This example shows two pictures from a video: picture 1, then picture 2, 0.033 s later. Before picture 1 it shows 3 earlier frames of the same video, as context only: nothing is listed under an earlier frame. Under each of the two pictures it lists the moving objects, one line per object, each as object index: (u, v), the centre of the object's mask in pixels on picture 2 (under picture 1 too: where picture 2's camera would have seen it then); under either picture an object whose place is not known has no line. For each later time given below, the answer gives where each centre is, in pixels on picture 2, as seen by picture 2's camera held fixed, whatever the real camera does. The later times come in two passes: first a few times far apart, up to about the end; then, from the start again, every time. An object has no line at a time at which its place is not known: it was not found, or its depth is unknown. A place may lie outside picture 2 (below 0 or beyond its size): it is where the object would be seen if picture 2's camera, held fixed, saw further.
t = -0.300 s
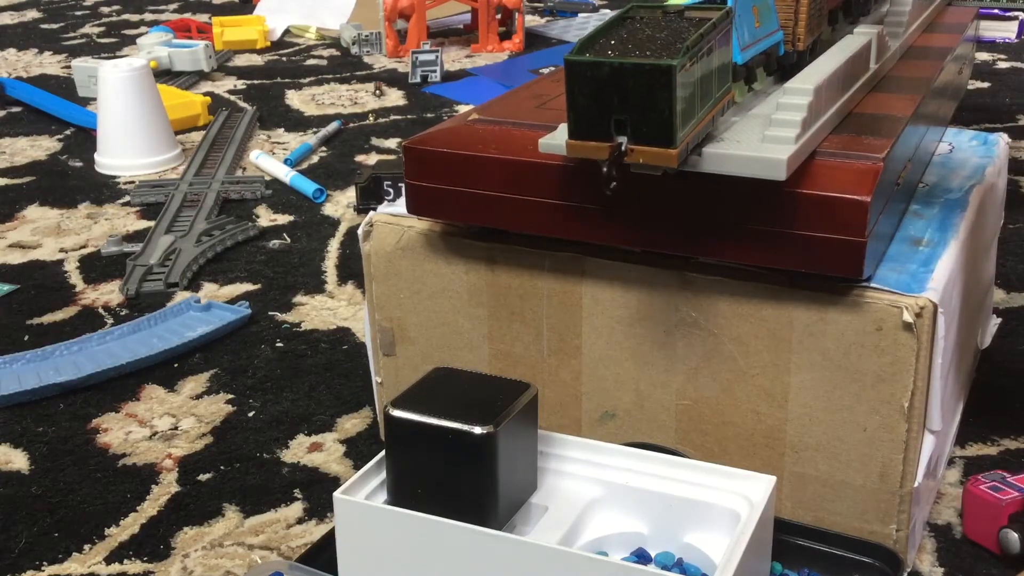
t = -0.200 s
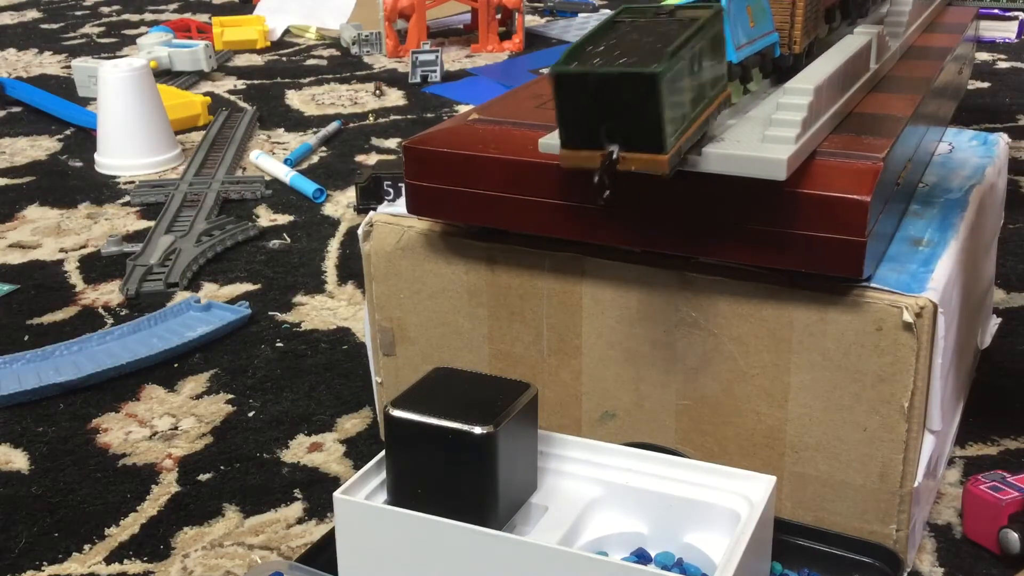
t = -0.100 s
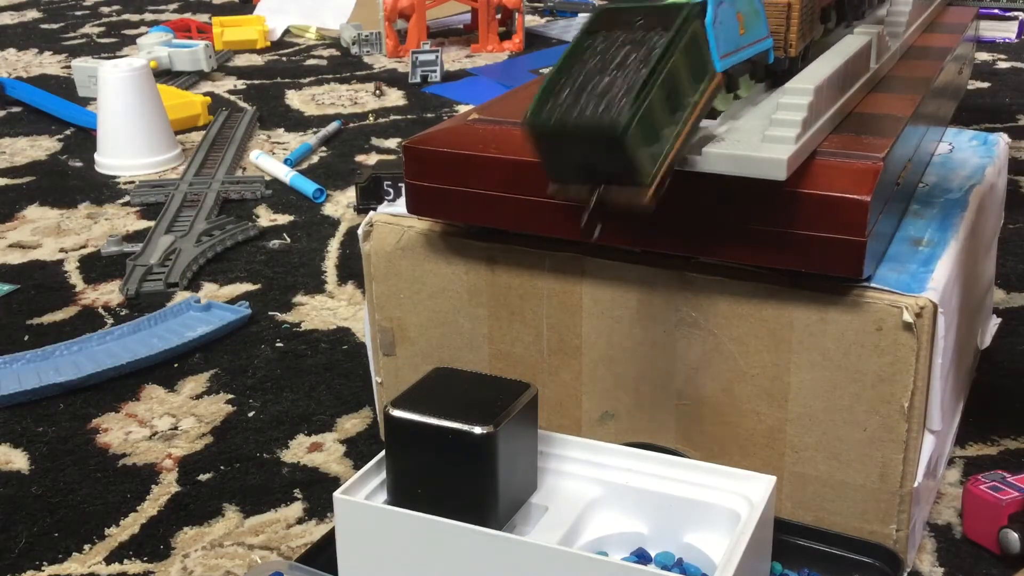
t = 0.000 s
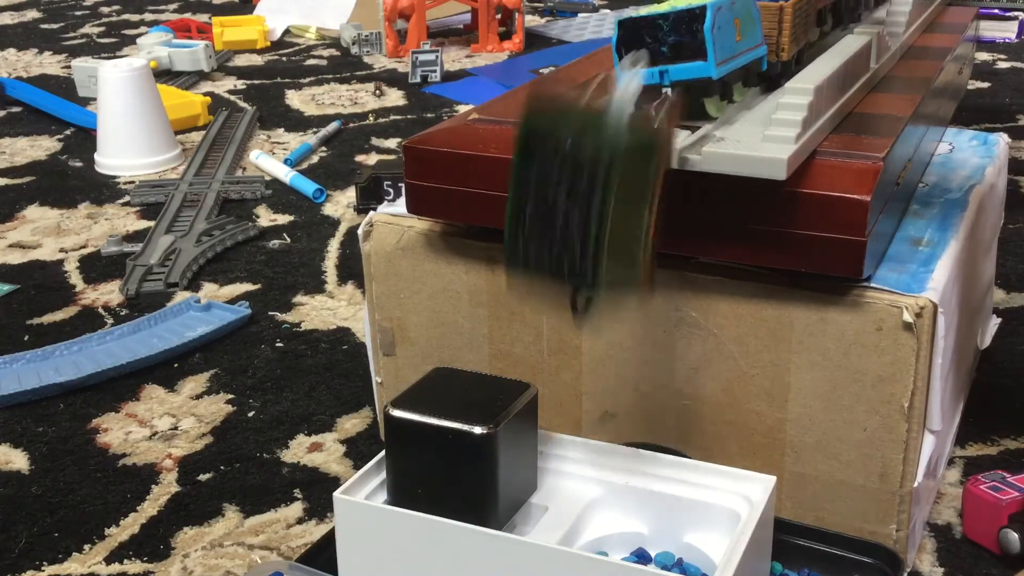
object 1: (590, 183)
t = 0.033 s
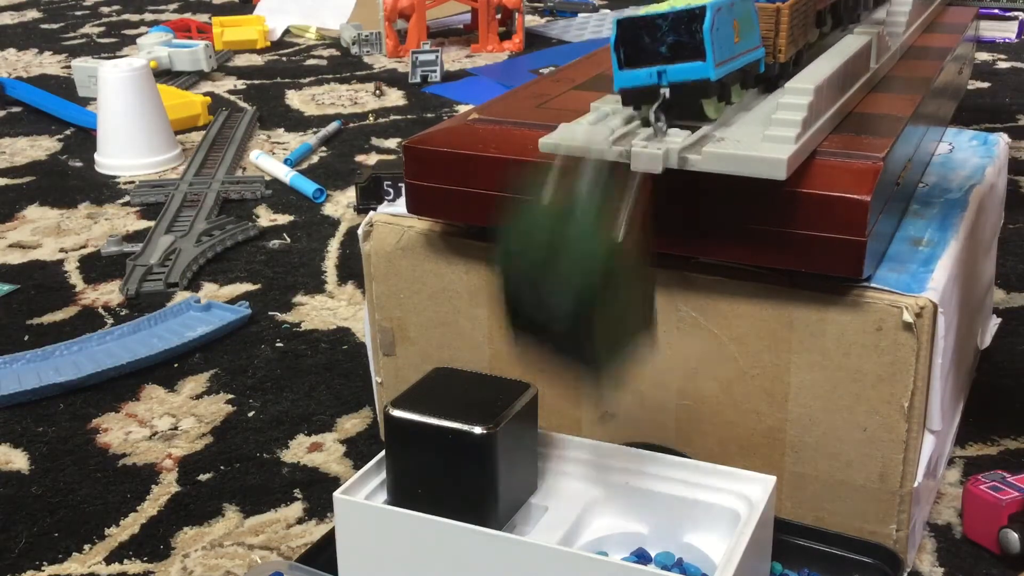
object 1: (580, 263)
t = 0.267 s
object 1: (615, 490)
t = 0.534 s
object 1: (618, 497)
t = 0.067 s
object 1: (556, 381)
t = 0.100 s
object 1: (553, 483)
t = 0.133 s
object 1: (561, 473)
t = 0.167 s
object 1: (577, 483)
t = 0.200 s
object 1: (596, 488)
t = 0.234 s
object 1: (609, 489)
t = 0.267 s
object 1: (615, 490)
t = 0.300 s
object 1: (617, 496)
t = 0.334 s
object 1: (616, 497)
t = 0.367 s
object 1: (617, 498)
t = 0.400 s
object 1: (620, 497)
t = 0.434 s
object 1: (618, 496)
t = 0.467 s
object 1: (618, 497)
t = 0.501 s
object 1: (618, 497)
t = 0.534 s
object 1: (618, 497)
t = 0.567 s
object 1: (618, 497)
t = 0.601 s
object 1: (618, 497)
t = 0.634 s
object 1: (618, 497)
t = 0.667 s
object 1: (617, 497)
